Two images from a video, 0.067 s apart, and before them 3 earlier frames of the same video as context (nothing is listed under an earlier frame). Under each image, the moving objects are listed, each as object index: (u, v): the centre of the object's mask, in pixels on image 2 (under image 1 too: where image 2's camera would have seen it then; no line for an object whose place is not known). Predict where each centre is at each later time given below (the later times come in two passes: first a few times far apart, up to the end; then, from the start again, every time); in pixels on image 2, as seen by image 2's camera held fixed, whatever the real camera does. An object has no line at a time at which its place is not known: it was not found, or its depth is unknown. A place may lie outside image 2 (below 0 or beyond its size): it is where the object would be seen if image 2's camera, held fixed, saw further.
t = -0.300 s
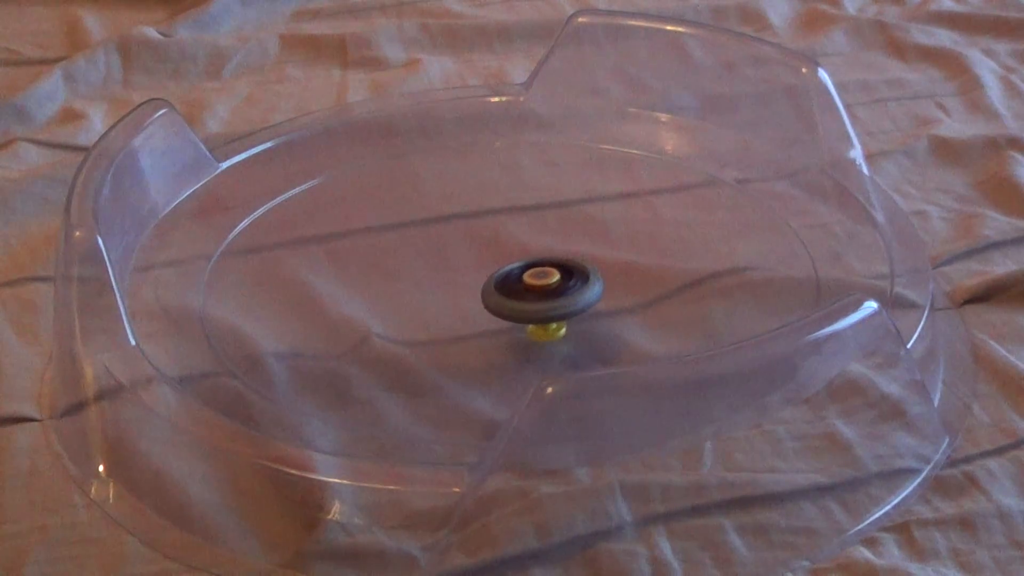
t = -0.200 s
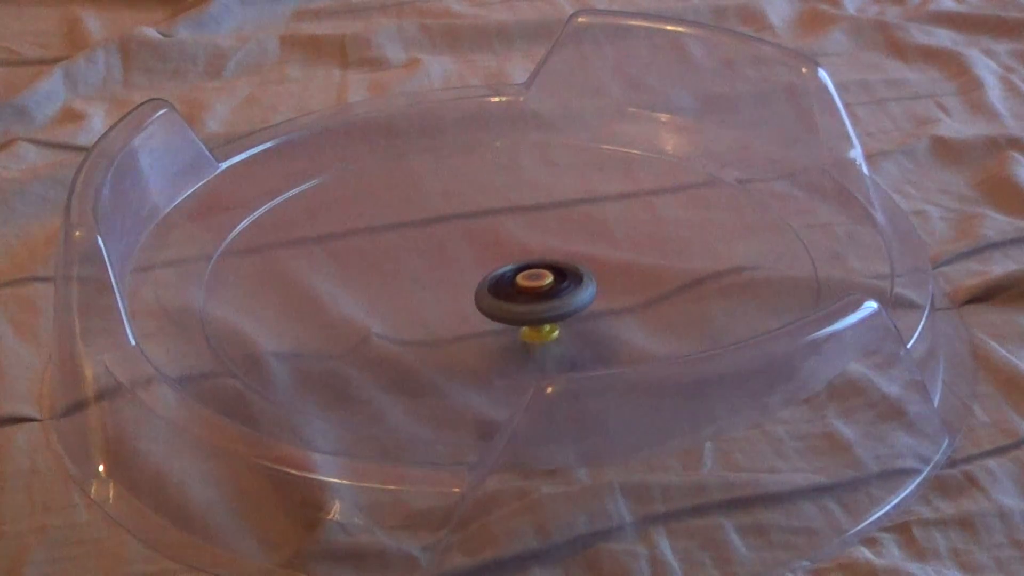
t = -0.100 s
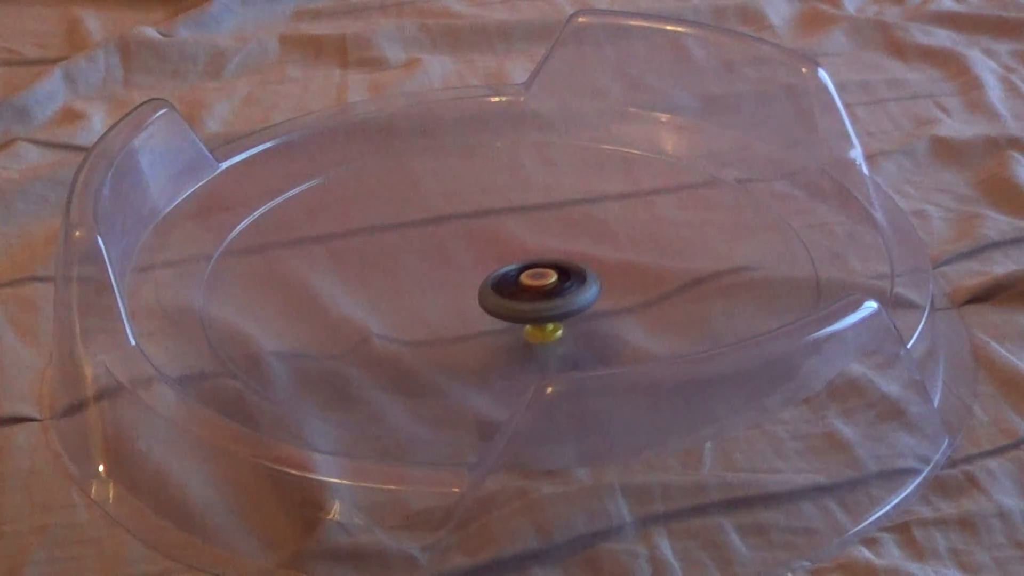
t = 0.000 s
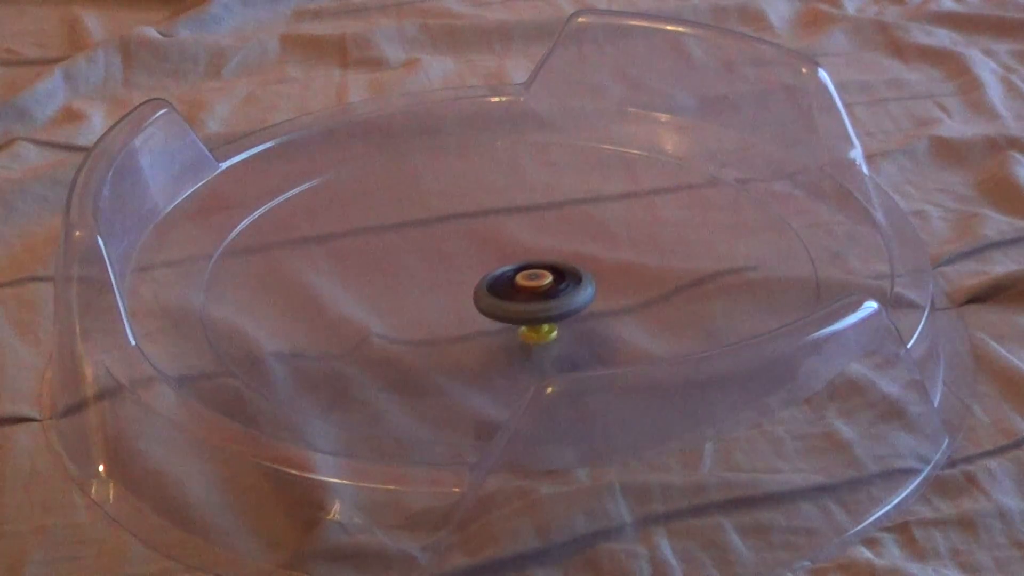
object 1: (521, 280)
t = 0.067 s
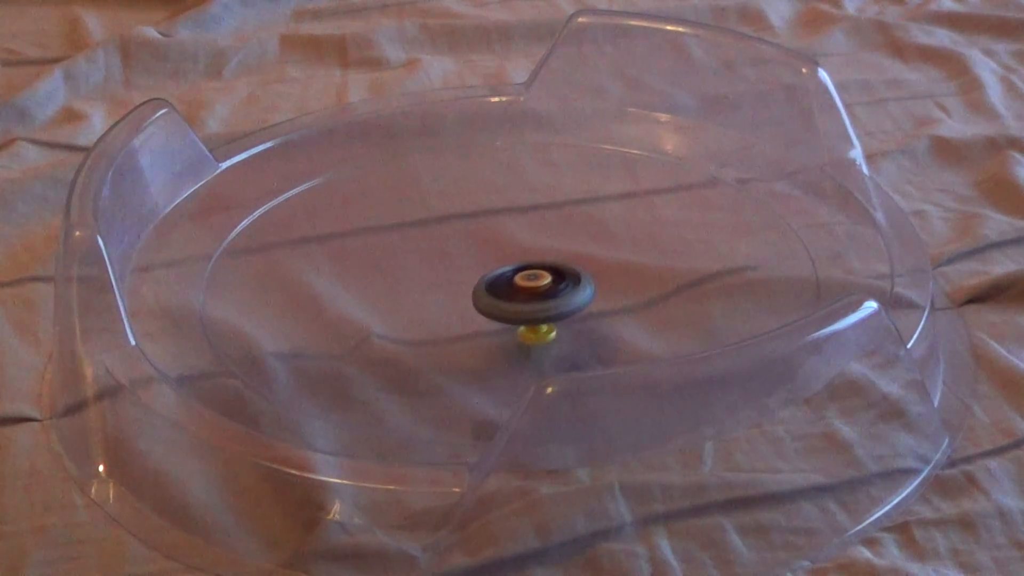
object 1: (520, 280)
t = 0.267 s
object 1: (520, 281)
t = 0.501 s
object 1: (513, 281)
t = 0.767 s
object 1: (498, 282)
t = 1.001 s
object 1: (481, 282)
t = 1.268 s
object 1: (476, 281)
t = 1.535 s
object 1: (473, 278)
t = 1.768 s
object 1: (472, 271)
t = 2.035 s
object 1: (477, 267)
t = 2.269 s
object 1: (477, 266)
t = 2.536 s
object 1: (486, 264)
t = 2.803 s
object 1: (503, 259)
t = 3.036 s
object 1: (511, 258)
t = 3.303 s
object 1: (521, 260)
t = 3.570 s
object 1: (531, 263)
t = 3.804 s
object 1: (534, 268)
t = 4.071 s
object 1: (532, 273)
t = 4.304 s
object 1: (520, 280)
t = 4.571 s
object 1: (522, 279)
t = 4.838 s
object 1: (513, 281)
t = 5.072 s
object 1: (507, 282)
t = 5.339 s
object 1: (503, 280)
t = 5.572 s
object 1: (490, 280)
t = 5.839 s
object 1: (478, 279)
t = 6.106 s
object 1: (479, 277)
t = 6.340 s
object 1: (480, 271)
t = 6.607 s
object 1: (477, 265)
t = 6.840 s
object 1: (479, 265)
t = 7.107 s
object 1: (490, 263)
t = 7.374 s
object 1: (506, 262)
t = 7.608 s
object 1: (516, 262)
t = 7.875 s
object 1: (531, 262)
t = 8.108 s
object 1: (532, 266)
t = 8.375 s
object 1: (528, 272)
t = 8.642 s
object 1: (521, 280)
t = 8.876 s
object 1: (520, 280)
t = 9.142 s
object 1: (520, 280)
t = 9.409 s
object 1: (508, 281)
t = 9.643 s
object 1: (500, 280)
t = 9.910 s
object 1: (487, 279)
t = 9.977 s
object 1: (483, 279)
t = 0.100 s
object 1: (520, 280)
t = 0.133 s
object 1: (520, 280)
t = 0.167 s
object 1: (520, 281)
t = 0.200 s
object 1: (520, 281)
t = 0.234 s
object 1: (520, 281)
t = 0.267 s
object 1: (520, 281)
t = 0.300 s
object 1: (520, 281)
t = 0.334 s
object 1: (520, 281)
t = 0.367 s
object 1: (519, 281)
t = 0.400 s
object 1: (518, 281)
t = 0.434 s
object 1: (517, 281)
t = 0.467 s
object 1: (516, 281)
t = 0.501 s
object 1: (513, 281)
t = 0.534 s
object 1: (511, 281)
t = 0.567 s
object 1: (508, 281)
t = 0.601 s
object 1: (506, 281)
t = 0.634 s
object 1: (506, 281)
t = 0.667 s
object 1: (505, 281)
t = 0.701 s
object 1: (504, 281)
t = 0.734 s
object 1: (501, 281)
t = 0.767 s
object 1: (498, 282)
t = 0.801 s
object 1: (495, 282)
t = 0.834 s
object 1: (493, 282)
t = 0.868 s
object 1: (493, 282)
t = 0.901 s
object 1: (491, 282)
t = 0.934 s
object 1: (488, 282)
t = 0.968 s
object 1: (487, 282)
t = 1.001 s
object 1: (481, 282)
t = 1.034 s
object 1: (479, 282)
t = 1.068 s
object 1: (479, 282)
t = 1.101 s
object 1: (479, 281)
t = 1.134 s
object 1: (479, 281)
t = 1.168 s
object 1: (478, 282)
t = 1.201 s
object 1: (477, 282)
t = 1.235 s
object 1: (476, 282)
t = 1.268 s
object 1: (476, 281)
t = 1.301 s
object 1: (476, 281)
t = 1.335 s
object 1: (476, 280)
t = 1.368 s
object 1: (475, 280)
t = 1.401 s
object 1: (475, 280)
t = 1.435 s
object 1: (474, 280)
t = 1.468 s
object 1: (474, 279)
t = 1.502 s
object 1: (474, 279)
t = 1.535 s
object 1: (473, 278)
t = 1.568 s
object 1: (473, 277)
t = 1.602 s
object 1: (472, 277)
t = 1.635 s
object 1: (474, 275)
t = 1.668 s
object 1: (474, 274)
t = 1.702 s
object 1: (474, 273)
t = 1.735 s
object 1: (472, 272)
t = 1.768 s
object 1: (472, 271)
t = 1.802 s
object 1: (472, 270)
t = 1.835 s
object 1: (473, 270)
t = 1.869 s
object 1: (474, 269)
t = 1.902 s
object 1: (476, 268)
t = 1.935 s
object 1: (477, 268)
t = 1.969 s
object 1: (477, 268)
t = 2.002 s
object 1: (478, 267)
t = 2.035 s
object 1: (477, 267)
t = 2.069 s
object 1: (478, 266)
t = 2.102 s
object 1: (478, 266)
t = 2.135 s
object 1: (478, 266)
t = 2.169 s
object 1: (478, 266)
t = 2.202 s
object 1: (477, 266)
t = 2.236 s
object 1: (477, 266)
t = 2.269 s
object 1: (477, 266)
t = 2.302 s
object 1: (477, 266)
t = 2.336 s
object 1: (478, 266)
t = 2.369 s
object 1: (478, 266)
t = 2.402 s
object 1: (479, 265)
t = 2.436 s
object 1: (479, 265)
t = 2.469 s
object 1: (481, 265)
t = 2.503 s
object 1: (484, 264)
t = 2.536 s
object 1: (486, 264)
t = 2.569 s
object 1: (488, 263)
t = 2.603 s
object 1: (488, 263)
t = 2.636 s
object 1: (491, 262)
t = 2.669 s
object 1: (493, 262)
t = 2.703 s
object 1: (497, 261)
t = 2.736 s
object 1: (500, 260)
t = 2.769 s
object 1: (502, 259)
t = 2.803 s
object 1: (503, 259)
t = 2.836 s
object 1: (503, 259)
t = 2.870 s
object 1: (504, 259)
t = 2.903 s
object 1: (506, 259)
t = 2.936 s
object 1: (507, 258)
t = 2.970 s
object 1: (508, 258)
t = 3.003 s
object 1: (509, 258)
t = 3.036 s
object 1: (511, 258)
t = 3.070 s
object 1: (513, 258)
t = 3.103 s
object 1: (515, 258)
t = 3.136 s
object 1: (517, 258)
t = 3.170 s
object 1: (518, 259)
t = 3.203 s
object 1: (519, 259)
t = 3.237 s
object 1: (519, 260)
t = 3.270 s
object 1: (519, 260)
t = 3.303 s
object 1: (521, 260)
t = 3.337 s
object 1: (520, 261)
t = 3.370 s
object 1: (521, 262)
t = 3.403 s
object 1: (521, 262)
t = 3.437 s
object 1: (523, 262)
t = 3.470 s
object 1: (525, 262)
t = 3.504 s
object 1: (527, 263)
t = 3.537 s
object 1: (529, 263)
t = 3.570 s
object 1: (531, 263)
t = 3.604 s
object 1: (531, 263)
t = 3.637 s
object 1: (532, 264)
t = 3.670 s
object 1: (532, 264)
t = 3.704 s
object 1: (534, 264)
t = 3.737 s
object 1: (533, 266)
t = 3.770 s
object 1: (534, 267)
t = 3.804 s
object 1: (534, 268)
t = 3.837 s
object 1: (534, 268)
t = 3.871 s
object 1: (535, 269)
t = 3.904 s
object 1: (533, 270)
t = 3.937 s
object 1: (532, 271)
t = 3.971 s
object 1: (532, 272)
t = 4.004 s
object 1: (533, 272)
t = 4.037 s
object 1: (533, 273)
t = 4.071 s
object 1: (532, 273)
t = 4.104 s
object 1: (532, 273)
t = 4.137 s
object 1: (530, 274)
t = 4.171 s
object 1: (531, 274)
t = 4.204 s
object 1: (530, 275)
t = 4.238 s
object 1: (528, 277)
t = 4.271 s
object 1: (522, 279)
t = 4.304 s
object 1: (520, 280)
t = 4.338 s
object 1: (521, 281)
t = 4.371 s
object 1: (521, 281)
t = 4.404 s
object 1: (521, 281)
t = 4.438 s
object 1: (522, 281)
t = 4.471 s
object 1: (522, 280)
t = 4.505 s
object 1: (524, 280)
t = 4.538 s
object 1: (525, 279)
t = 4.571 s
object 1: (522, 279)
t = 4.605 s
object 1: (520, 279)
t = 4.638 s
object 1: (519, 280)
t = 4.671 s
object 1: (518, 280)
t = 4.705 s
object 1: (518, 280)
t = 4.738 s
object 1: (517, 280)
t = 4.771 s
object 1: (516, 280)
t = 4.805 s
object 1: (515, 280)
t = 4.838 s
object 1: (513, 281)
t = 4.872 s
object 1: (513, 281)
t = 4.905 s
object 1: (511, 281)
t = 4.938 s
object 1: (510, 281)
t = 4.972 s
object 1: (510, 281)
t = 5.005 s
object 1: (509, 282)
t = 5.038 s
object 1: (509, 282)
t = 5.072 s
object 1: (507, 282)
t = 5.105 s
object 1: (505, 282)
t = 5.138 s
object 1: (505, 281)
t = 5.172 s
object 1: (504, 281)
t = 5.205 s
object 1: (504, 281)
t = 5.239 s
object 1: (503, 281)
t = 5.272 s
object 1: (503, 280)
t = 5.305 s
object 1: (503, 280)
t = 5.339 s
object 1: (503, 280)
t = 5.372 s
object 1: (502, 280)
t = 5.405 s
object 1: (501, 280)
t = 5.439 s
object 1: (500, 280)
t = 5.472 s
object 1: (497, 281)
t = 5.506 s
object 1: (494, 280)
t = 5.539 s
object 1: (493, 280)
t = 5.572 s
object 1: (490, 280)
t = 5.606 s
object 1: (490, 279)
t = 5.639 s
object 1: (488, 278)
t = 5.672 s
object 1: (485, 279)
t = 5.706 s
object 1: (483, 279)
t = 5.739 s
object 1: (481, 279)
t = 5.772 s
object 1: (479, 279)
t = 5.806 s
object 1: (478, 279)
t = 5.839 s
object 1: (478, 279)
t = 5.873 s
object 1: (477, 279)
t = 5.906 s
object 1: (477, 278)
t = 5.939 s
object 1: (478, 278)
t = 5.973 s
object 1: (477, 278)
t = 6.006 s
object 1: (477, 278)
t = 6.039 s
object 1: (478, 278)
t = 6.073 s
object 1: (478, 278)
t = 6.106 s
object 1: (479, 277)
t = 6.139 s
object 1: (478, 277)
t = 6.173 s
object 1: (479, 276)
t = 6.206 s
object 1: (479, 275)
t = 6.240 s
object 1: (480, 274)
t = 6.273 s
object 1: (479, 273)
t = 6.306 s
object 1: (479, 272)
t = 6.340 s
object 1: (480, 271)
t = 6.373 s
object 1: (481, 270)
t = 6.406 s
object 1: (481, 269)
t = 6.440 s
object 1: (481, 268)
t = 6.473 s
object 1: (481, 267)
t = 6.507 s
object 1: (480, 265)
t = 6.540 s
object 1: (478, 265)
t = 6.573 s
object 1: (477, 264)
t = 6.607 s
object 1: (477, 265)
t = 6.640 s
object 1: (476, 265)
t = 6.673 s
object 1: (476, 265)
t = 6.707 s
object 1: (476, 265)
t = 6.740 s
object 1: (477, 265)
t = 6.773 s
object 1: (477, 265)
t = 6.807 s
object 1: (478, 265)
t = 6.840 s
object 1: (479, 265)
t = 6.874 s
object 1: (480, 265)
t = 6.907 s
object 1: (482, 265)
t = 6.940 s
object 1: (483, 265)
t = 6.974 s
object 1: (485, 264)
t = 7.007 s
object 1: (486, 264)
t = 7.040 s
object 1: (488, 264)
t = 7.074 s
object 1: (488, 264)
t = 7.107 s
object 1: (490, 263)
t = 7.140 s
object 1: (493, 263)
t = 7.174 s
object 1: (495, 263)
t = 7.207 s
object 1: (497, 263)
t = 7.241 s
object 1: (500, 262)
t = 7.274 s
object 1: (500, 263)
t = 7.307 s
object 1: (502, 262)
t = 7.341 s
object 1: (504, 262)
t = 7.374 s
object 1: (506, 262)
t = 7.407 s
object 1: (507, 262)
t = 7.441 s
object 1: (508, 262)
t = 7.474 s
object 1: (510, 261)
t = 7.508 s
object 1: (512, 261)
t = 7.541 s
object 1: (514, 261)
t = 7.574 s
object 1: (514, 261)
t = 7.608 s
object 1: (516, 262)
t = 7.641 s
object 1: (517, 262)
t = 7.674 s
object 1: (520, 262)
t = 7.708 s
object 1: (521, 262)
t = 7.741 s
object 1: (523, 262)
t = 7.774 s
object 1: (525, 262)
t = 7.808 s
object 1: (526, 262)
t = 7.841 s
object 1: (528, 262)
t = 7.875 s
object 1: (531, 262)
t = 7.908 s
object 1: (531, 263)
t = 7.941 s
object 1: (531, 263)
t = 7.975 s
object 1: (531, 264)
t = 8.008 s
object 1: (531, 265)
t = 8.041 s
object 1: (532, 265)
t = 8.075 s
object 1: (532, 265)
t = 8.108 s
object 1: (532, 266)
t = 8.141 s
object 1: (531, 267)
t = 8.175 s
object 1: (531, 268)
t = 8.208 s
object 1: (531, 268)
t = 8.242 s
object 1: (531, 268)
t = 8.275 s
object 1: (530, 269)
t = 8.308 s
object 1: (530, 270)
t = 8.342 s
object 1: (529, 271)
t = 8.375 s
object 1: (528, 272)
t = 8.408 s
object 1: (529, 273)
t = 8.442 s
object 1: (529, 273)
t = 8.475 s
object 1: (529, 274)
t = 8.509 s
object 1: (526, 275)
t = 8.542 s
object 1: (524, 276)
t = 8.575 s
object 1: (521, 278)
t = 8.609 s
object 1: (520, 280)
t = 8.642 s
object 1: (521, 280)
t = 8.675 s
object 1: (522, 280)
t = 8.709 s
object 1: (523, 280)
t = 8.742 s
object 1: (525, 280)
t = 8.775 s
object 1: (526, 279)
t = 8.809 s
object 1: (525, 279)
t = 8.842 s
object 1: (522, 279)
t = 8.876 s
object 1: (520, 280)
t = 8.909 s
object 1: (519, 280)
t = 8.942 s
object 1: (520, 280)
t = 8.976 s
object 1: (519, 281)
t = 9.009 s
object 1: (519, 281)
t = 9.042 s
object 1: (520, 281)
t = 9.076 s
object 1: (520, 281)
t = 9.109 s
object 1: (520, 280)
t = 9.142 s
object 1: (520, 280)
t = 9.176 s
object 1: (519, 280)
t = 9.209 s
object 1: (519, 280)
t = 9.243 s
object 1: (517, 281)
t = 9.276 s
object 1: (517, 280)
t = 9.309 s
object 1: (515, 280)
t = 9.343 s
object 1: (514, 280)
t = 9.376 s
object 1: (509, 281)
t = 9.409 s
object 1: (508, 281)
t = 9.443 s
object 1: (505, 280)
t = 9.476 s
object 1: (504, 281)
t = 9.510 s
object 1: (503, 280)
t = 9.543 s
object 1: (505, 279)
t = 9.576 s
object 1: (502, 280)
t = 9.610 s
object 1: (500, 280)
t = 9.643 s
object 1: (500, 280)
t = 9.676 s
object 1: (496, 281)
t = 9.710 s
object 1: (495, 281)
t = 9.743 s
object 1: (493, 281)
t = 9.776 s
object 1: (493, 281)
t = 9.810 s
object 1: (491, 281)
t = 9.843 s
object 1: (491, 280)
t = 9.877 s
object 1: (488, 280)
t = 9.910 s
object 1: (487, 279)
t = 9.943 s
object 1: (486, 279)
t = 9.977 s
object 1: (483, 279)
